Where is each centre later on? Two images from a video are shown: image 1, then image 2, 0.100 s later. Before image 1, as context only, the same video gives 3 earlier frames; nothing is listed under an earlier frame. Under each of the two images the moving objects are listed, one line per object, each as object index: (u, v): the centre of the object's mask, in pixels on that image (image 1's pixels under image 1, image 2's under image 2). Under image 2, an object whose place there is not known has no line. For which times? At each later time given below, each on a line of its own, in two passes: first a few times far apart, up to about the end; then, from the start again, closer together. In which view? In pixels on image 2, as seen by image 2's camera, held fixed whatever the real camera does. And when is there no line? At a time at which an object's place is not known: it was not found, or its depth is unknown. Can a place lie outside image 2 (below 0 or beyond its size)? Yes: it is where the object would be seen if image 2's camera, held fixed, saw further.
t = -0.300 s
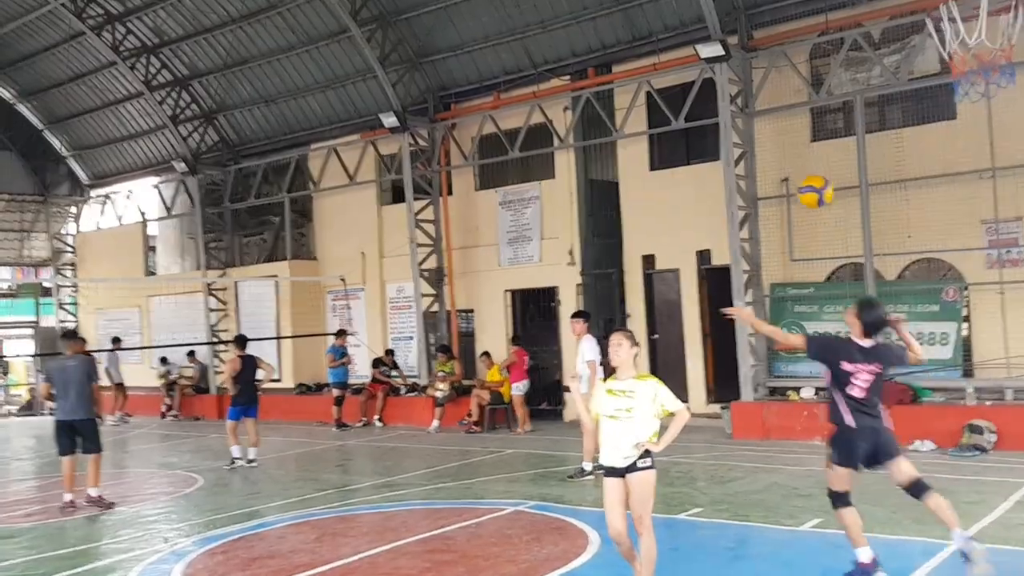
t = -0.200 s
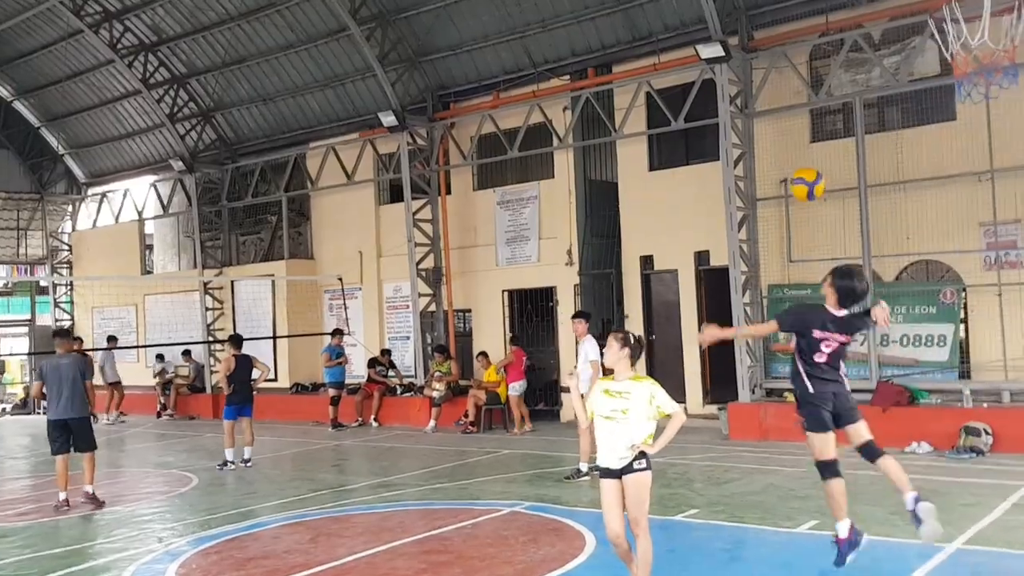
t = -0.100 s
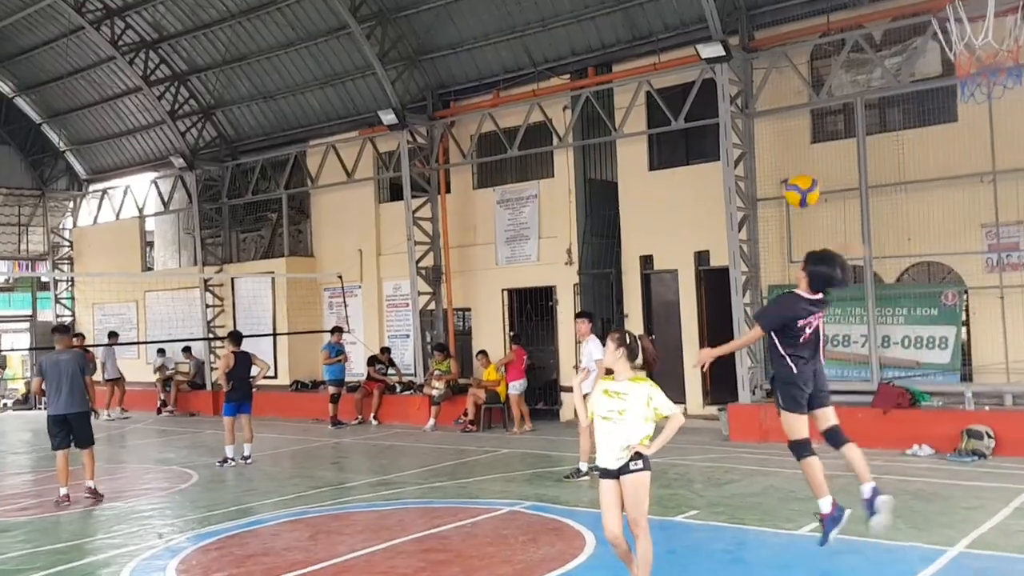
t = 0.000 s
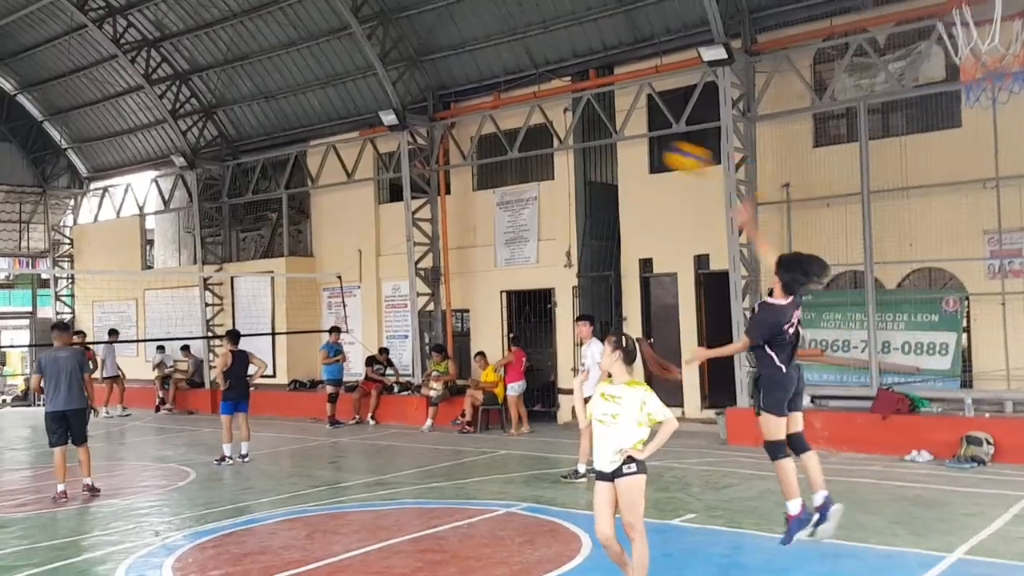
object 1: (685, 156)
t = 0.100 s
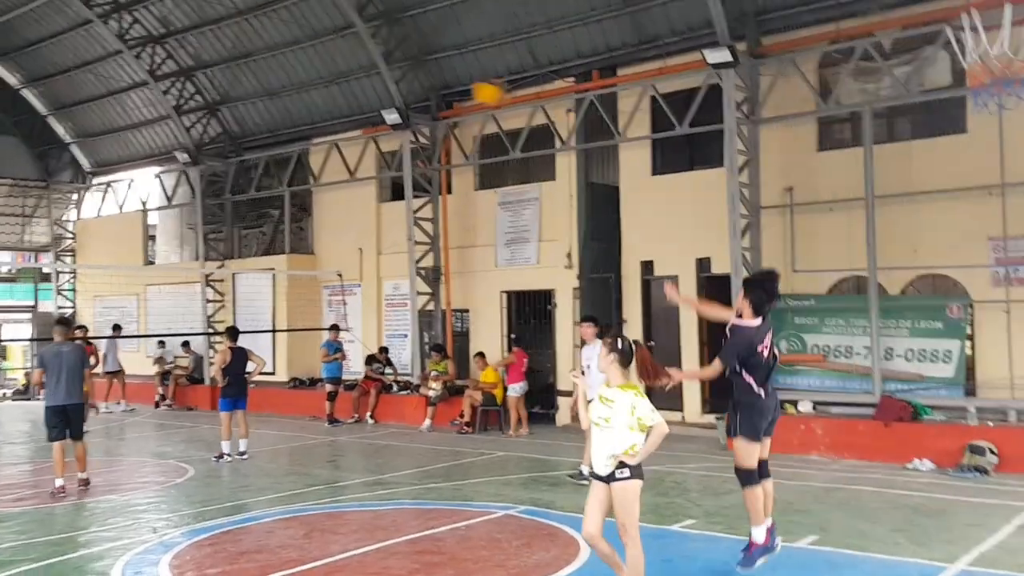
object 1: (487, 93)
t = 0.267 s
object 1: (297, 55)
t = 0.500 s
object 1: (93, 68)
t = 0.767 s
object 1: (-82, 135)
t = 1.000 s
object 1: (-203, 220)
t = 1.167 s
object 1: (-280, 300)
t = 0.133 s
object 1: (446, 82)
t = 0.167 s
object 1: (406, 72)
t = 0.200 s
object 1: (368, 63)
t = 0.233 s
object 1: (333, 57)
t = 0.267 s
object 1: (297, 55)
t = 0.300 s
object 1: (264, 53)
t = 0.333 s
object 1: (233, 53)
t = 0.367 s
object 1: (203, 54)
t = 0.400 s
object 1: (175, 57)
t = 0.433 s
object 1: (147, 59)
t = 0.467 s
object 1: (120, 63)
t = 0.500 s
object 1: (93, 68)
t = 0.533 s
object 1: (69, 74)
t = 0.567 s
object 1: (45, 81)
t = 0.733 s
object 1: (-61, 124)
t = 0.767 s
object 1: (-82, 135)
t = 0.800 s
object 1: (-102, 147)
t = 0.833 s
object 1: (-119, 157)
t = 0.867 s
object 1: (-137, 168)
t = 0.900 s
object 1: (-153, 181)
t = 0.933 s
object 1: (-171, 194)
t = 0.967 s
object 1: (-188, 207)
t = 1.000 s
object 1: (-203, 220)
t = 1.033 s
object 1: (-218, 234)
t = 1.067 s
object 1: (-235, 248)
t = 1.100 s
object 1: (-250, 265)
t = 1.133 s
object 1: (-265, 283)
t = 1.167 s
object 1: (-280, 300)
